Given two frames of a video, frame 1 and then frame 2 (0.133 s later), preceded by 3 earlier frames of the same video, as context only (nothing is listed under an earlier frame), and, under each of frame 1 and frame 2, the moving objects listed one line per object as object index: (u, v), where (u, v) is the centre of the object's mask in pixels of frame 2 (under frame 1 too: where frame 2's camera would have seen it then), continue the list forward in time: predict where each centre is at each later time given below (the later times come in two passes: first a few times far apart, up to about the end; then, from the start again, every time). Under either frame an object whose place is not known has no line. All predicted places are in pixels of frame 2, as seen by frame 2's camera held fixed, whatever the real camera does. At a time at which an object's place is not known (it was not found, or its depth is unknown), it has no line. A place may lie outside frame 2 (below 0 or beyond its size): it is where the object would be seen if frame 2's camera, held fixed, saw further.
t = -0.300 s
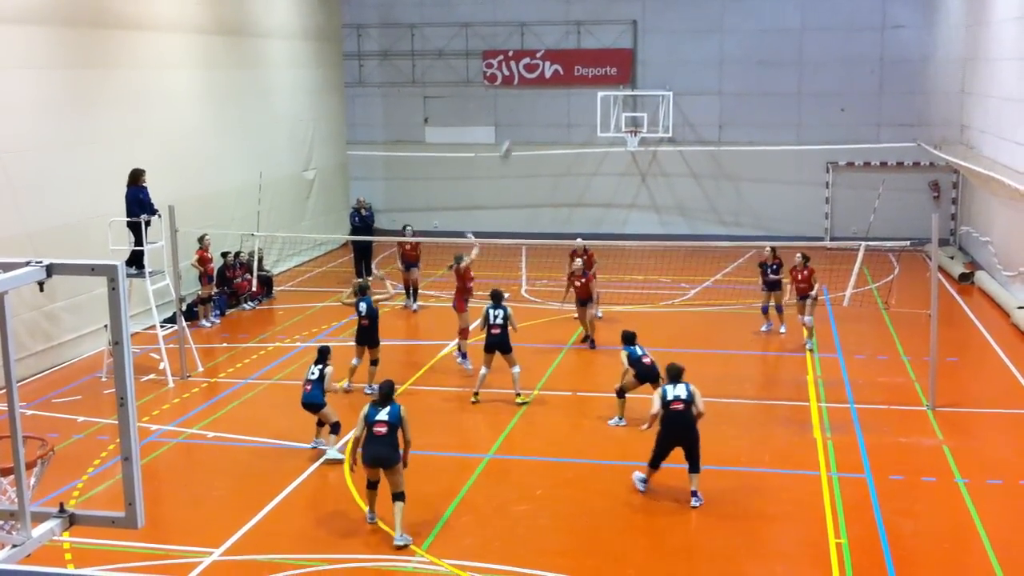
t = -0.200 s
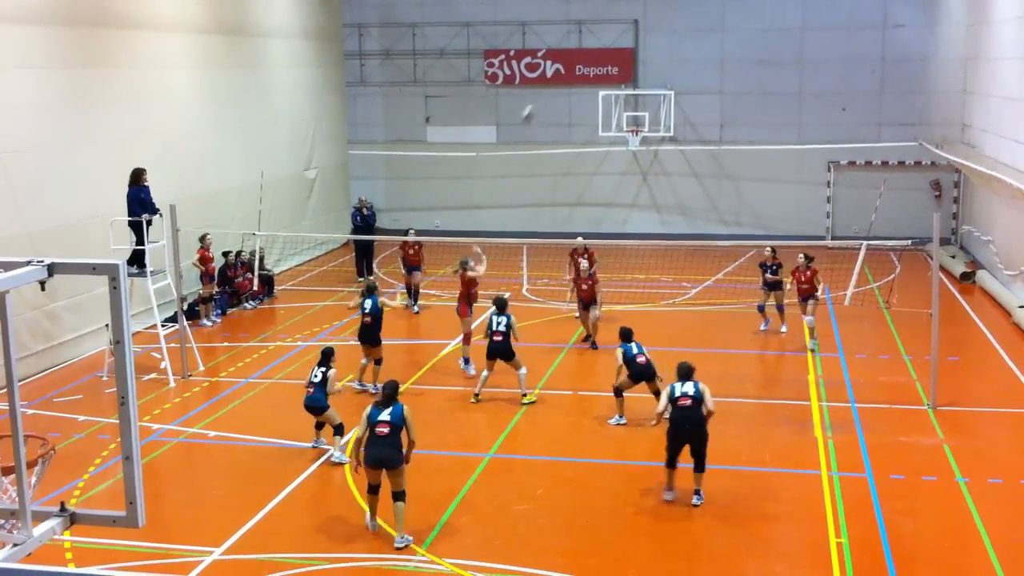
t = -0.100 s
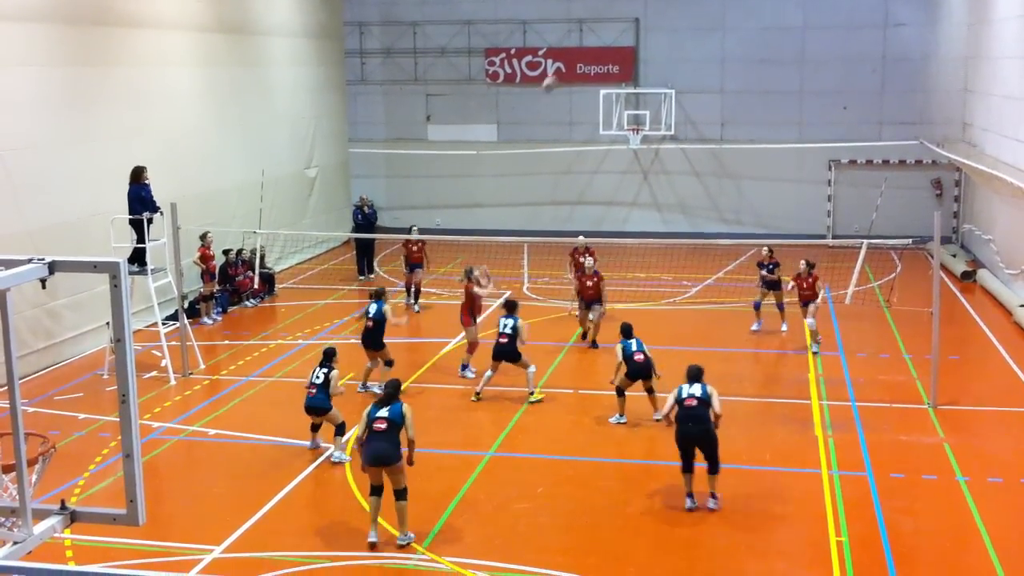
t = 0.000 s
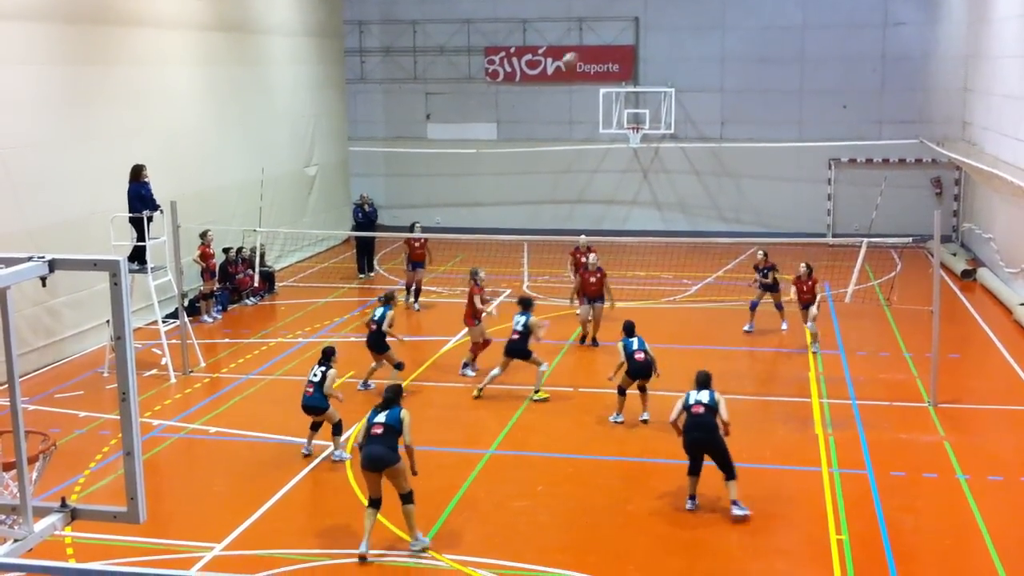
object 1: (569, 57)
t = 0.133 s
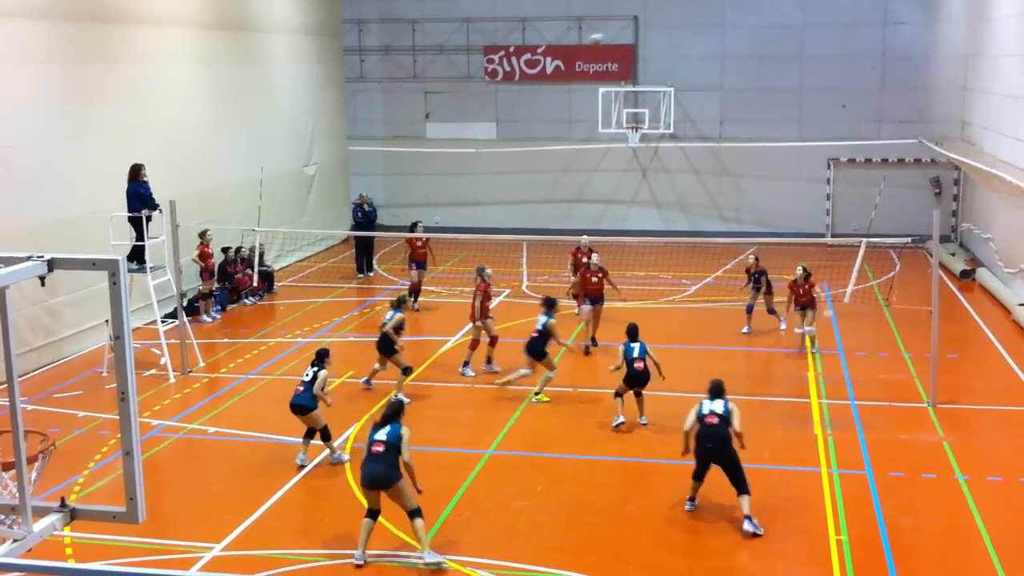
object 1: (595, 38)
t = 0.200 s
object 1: (609, 35)
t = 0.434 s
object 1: (657, 40)
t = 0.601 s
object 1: (691, 67)
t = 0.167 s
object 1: (603, 35)
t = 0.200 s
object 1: (609, 35)
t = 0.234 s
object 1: (616, 33)
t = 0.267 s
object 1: (623, 33)
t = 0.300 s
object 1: (630, 32)
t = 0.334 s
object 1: (637, 33)
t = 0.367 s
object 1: (644, 35)
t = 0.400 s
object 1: (651, 37)
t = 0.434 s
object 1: (657, 40)
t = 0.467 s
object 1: (664, 44)
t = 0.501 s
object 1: (671, 49)
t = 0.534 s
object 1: (678, 55)
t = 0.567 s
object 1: (684, 60)
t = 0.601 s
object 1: (691, 67)
